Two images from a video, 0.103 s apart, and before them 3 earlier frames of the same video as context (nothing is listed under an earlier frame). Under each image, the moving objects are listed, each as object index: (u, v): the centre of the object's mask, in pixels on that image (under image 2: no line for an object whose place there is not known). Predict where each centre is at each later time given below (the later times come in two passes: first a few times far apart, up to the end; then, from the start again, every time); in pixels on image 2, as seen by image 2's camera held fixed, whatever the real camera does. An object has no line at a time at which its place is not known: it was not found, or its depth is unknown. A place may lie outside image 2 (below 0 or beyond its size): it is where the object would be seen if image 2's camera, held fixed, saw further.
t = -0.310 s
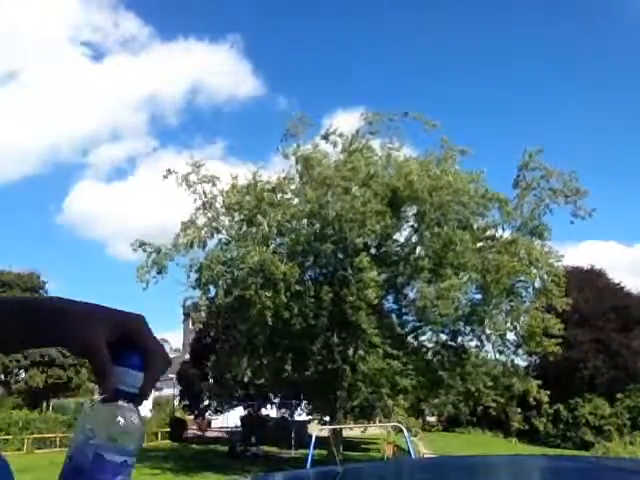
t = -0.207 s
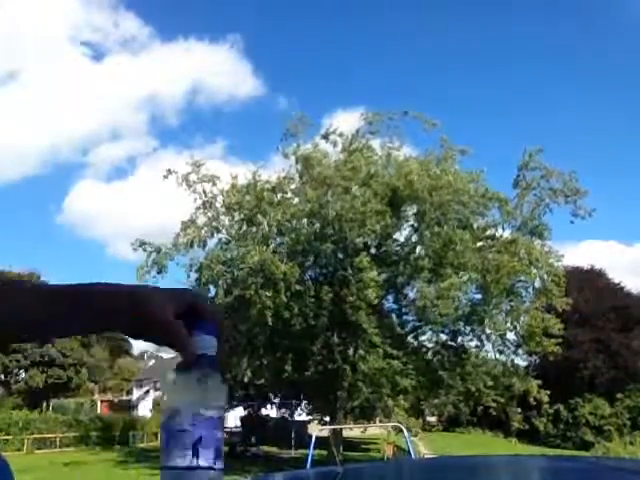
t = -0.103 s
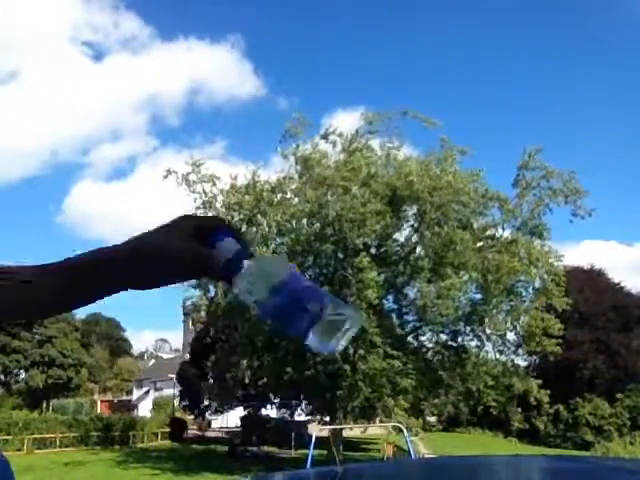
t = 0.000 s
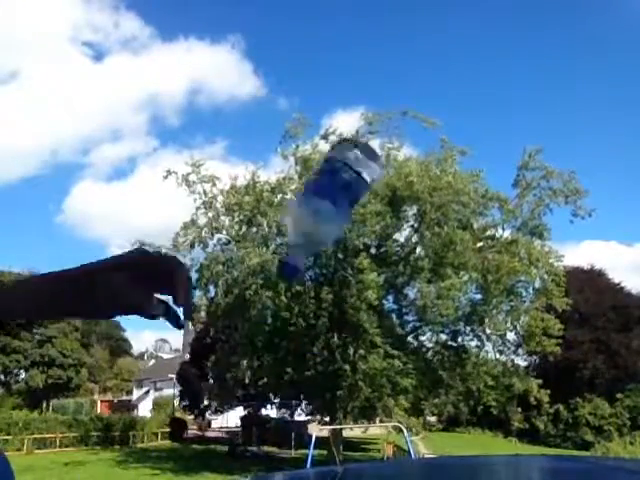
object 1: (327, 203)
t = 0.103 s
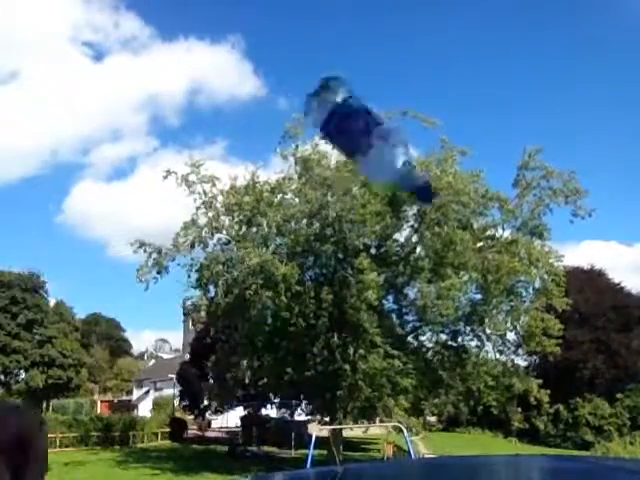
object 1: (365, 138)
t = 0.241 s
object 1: (404, 185)
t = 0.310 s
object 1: (429, 277)
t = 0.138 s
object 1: (373, 135)
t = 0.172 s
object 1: (384, 142)
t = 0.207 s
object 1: (394, 158)
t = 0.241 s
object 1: (404, 185)
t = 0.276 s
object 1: (416, 225)
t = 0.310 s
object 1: (429, 277)
